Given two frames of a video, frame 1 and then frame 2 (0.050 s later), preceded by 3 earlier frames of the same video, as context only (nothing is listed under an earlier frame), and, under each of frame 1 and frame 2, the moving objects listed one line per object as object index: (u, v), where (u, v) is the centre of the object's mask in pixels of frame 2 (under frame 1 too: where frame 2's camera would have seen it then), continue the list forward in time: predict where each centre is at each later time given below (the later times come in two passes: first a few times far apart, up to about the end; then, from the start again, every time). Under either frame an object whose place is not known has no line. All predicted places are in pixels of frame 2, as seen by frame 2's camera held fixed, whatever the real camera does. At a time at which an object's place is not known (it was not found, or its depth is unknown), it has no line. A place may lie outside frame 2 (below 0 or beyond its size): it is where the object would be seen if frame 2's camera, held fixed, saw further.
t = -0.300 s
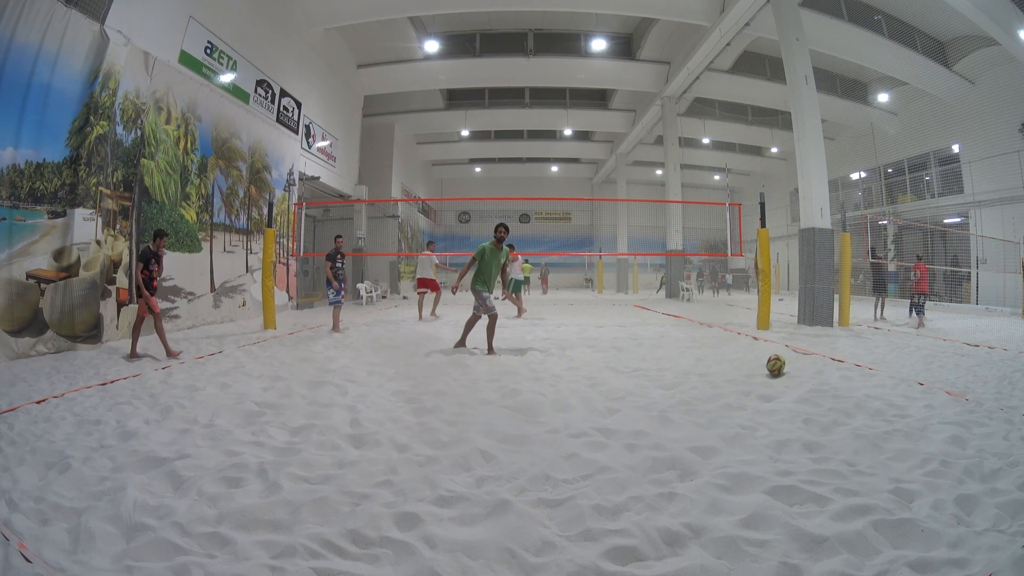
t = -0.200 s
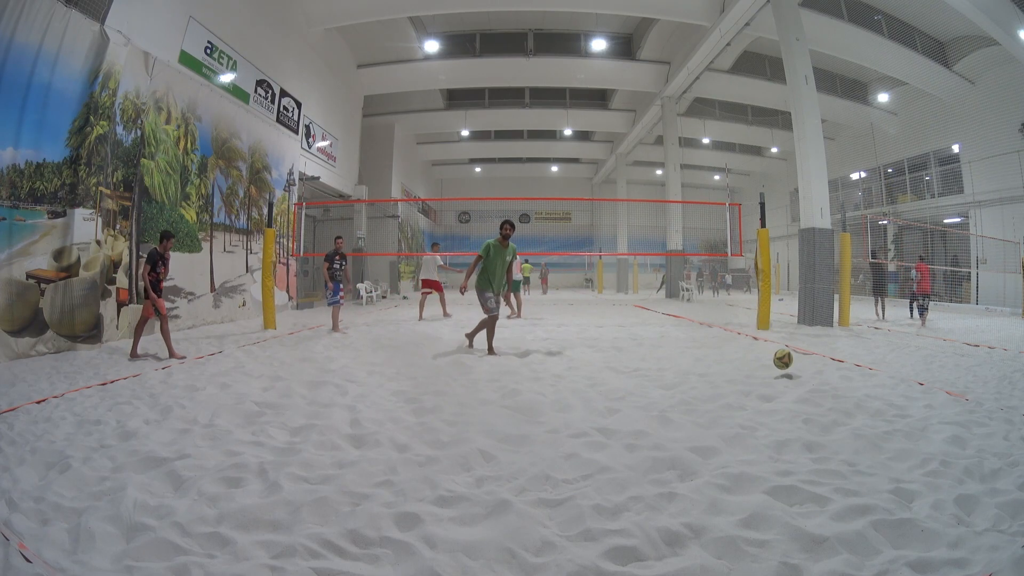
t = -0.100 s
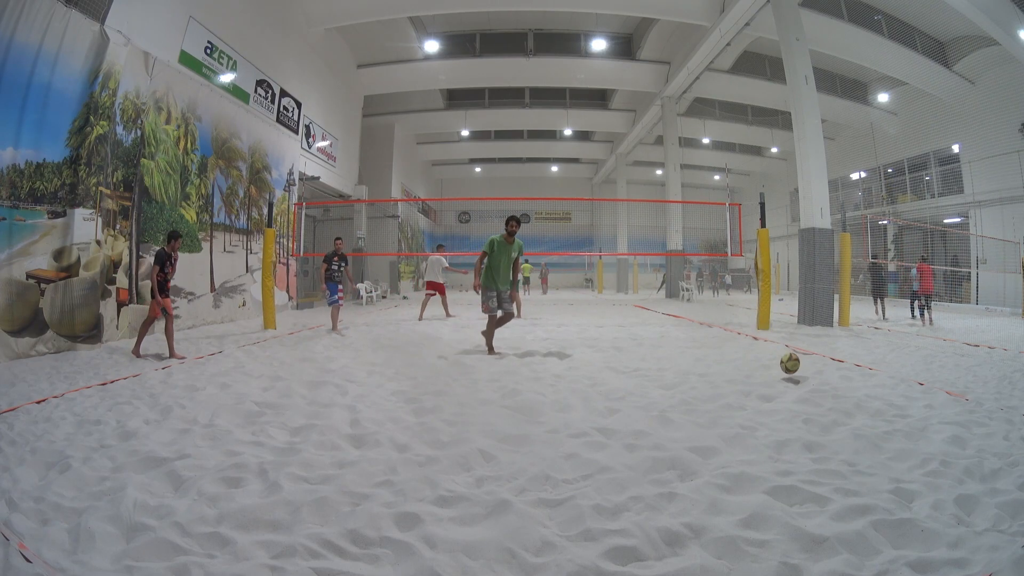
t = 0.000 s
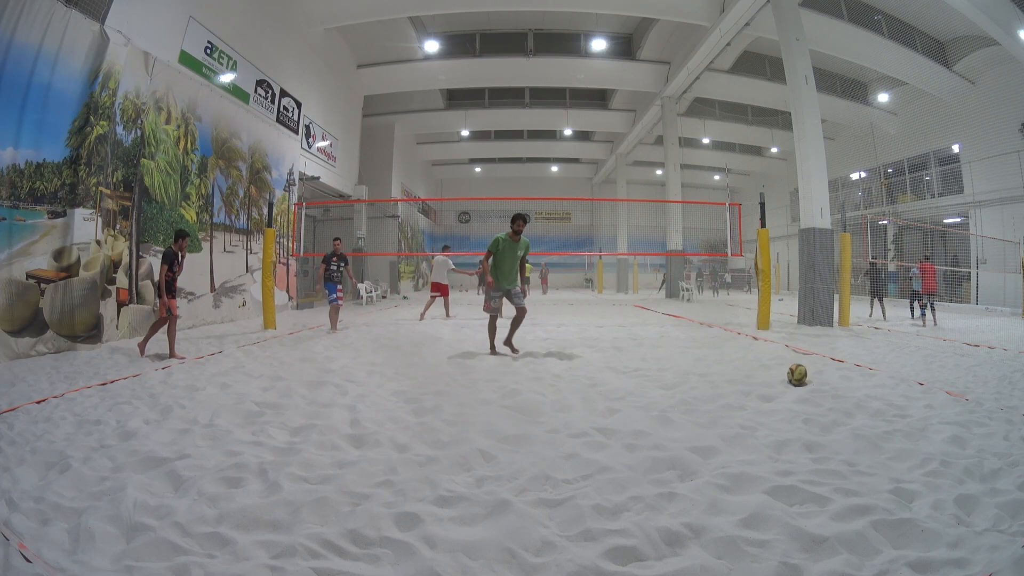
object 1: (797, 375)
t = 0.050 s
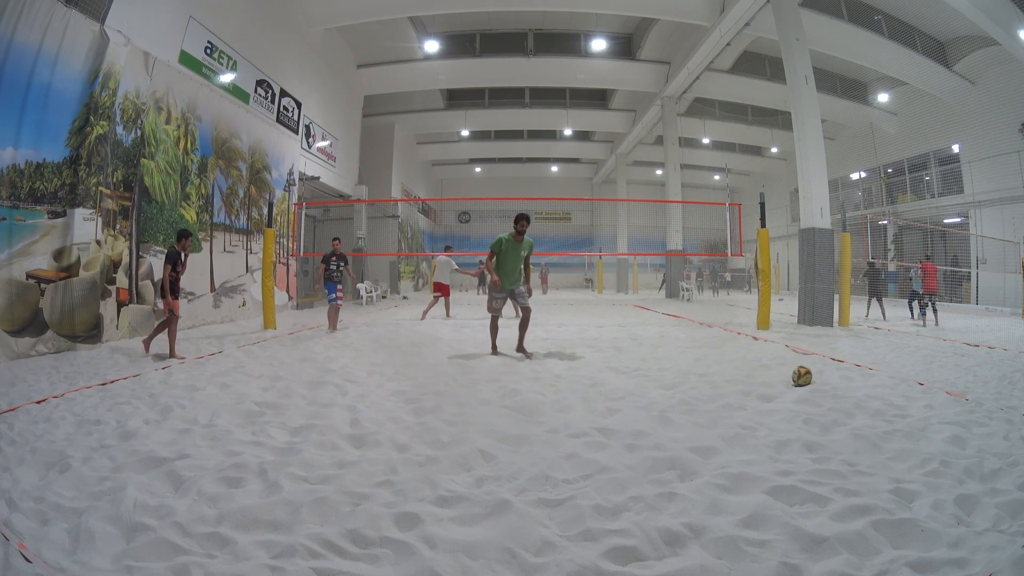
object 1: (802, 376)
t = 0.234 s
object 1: (813, 374)
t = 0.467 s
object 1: (826, 379)
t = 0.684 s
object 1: (837, 383)
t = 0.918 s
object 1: (848, 384)
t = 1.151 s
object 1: (851, 384)
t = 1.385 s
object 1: (846, 383)
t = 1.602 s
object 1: (842, 384)
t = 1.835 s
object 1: (845, 384)
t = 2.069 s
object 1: (844, 385)
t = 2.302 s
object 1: (845, 385)
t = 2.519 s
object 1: (845, 385)
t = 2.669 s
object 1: (845, 385)
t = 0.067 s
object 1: (803, 376)
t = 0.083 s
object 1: (805, 376)
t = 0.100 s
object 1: (806, 375)
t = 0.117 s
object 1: (807, 375)
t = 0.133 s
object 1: (808, 374)
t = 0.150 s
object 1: (809, 374)
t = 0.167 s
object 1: (810, 374)
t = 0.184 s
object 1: (811, 373)
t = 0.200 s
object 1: (812, 373)
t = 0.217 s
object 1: (813, 373)
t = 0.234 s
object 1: (813, 374)
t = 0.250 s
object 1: (814, 374)
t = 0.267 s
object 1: (815, 374)
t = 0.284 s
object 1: (816, 374)
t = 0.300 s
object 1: (817, 375)
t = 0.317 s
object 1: (818, 376)
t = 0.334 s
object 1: (818, 376)
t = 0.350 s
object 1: (819, 376)
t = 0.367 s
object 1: (820, 377)
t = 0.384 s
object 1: (821, 377)
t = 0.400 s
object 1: (822, 377)
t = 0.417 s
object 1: (823, 378)
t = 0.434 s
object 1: (824, 378)
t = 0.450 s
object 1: (825, 379)
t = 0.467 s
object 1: (826, 379)
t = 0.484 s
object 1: (827, 380)
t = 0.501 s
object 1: (828, 380)
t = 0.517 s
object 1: (828, 381)
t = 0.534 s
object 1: (829, 381)
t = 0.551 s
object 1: (830, 381)
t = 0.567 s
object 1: (831, 382)
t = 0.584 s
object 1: (832, 382)
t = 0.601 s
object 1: (833, 383)
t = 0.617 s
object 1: (834, 383)
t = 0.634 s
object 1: (835, 383)
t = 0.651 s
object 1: (836, 383)
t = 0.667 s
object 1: (836, 383)
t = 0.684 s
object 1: (837, 383)
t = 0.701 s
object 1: (838, 383)
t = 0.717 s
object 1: (839, 383)
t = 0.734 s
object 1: (840, 383)
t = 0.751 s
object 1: (841, 383)
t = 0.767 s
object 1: (841, 383)
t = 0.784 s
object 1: (842, 384)
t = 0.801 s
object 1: (843, 384)
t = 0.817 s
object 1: (844, 384)
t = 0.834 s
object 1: (845, 384)
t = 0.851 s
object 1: (845, 384)
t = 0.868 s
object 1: (846, 384)
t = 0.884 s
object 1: (847, 384)
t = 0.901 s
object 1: (847, 384)
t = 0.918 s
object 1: (848, 384)
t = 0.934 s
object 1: (848, 384)
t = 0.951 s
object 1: (849, 384)
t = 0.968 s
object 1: (850, 384)
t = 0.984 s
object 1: (850, 384)
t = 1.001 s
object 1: (851, 384)
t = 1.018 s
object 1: (851, 384)
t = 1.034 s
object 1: (851, 384)
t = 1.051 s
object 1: (851, 384)
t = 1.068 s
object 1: (851, 384)
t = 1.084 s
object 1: (851, 384)
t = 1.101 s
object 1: (851, 384)
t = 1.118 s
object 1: (851, 384)
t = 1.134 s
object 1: (851, 384)
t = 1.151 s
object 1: (851, 384)
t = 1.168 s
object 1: (851, 384)
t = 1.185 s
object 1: (851, 384)
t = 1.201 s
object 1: (851, 384)
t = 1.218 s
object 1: (850, 384)
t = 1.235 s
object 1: (850, 384)
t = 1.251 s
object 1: (850, 384)
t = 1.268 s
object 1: (849, 384)
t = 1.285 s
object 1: (849, 383)
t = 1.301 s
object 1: (848, 383)
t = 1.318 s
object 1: (848, 383)
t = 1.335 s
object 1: (848, 383)
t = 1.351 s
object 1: (847, 383)
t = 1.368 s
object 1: (847, 384)
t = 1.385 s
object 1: (846, 383)
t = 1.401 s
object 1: (845, 384)
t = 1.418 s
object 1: (845, 384)
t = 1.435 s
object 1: (845, 384)
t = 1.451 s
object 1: (844, 384)
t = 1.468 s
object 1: (844, 384)
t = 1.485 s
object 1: (843, 384)
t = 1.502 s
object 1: (843, 384)
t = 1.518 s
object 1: (842, 384)
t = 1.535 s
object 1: (842, 384)
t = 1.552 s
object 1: (842, 384)
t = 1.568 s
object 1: (842, 384)
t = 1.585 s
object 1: (842, 384)
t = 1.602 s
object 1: (842, 384)
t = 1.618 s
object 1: (842, 384)
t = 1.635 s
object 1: (842, 384)
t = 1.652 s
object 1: (842, 384)
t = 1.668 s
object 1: (842, 384)
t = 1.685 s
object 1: (842, 384)
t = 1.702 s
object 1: (843, 384)
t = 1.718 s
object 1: (843, 384)
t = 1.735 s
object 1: (844, 384)
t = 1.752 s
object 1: (844, 384)
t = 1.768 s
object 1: (844, 384)
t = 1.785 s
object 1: (844, 384)
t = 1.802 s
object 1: (845, 384)
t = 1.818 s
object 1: (845, 384)
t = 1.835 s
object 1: (845, 384)
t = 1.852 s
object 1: (845, 384)
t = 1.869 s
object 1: (845, 384)
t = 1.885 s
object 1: (845, 385)
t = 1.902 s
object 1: (845, 385)
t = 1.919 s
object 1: (845, 385)
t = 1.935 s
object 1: (844, 385)
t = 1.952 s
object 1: (844, 385)
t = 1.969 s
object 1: (844, 385)
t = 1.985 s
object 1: (844, 385)
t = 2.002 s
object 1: (844, 385)
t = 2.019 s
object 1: (844, 385)
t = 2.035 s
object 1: (844, 385)
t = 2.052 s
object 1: (844, 385)
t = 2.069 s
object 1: (844, 385)
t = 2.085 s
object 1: (844, 385)
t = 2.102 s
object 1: (845, 385)
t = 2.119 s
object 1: (845, 385)
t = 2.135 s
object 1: (845, 385)
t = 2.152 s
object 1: (845, 385)
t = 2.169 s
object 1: (845, 385)
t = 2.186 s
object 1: (845, 385)
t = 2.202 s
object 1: (845, 385)
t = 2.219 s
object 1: (845, 385)
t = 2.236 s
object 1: (845, 385)
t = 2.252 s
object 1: (845, 385)
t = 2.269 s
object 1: (845, 385)
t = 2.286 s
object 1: (845, 385)
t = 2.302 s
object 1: (845, 385)
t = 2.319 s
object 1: (845, 385)
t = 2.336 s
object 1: (845, 385)
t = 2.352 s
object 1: (845, 385)
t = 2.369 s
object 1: (845, 385)
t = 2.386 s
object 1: (845, 385)
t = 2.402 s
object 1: (845, 385)
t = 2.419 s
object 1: (845, 385)
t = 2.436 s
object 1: (845, 385)
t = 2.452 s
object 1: (845, 385)
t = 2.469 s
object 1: (845, 385)
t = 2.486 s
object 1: (845, 385)
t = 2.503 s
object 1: (845, 385)
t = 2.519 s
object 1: (845, 385)
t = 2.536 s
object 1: (845, 385)
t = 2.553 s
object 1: (845, 385)
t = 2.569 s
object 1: (845, 385)
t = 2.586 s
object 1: (845, 385)
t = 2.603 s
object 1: (845, 385)
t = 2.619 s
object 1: (845, 385)
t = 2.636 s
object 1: (845, 385)
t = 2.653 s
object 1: (845, 385)
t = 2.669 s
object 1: (845, 385)
